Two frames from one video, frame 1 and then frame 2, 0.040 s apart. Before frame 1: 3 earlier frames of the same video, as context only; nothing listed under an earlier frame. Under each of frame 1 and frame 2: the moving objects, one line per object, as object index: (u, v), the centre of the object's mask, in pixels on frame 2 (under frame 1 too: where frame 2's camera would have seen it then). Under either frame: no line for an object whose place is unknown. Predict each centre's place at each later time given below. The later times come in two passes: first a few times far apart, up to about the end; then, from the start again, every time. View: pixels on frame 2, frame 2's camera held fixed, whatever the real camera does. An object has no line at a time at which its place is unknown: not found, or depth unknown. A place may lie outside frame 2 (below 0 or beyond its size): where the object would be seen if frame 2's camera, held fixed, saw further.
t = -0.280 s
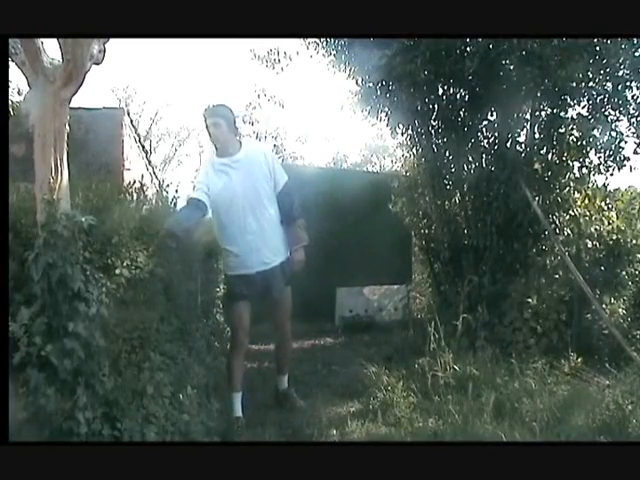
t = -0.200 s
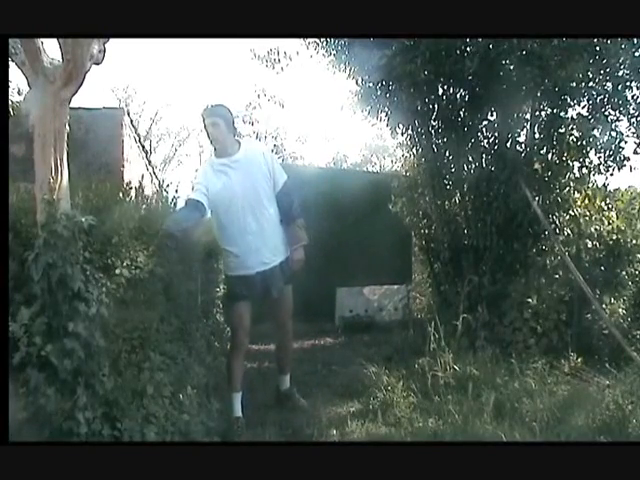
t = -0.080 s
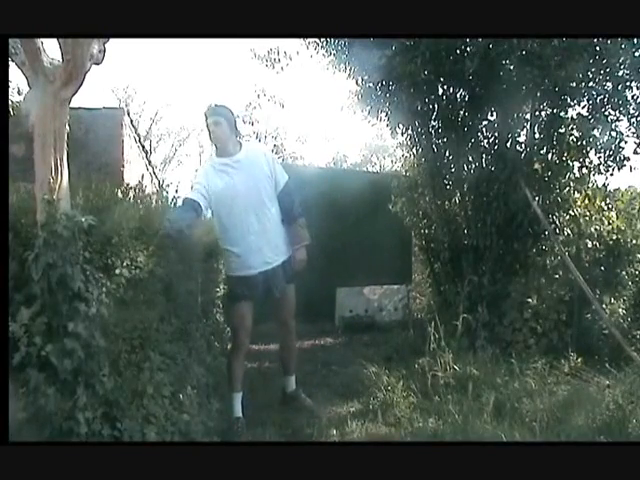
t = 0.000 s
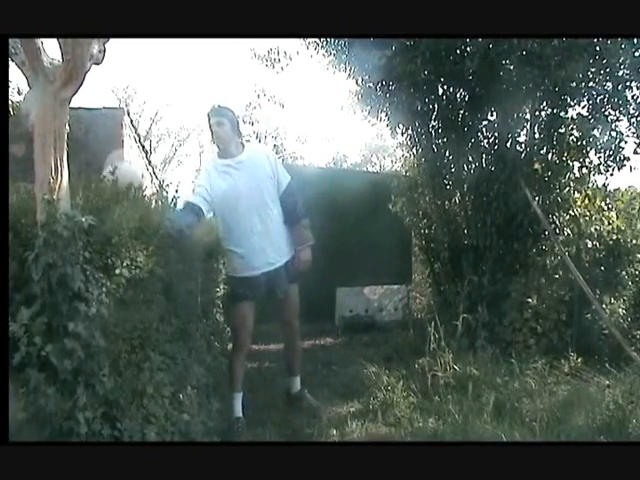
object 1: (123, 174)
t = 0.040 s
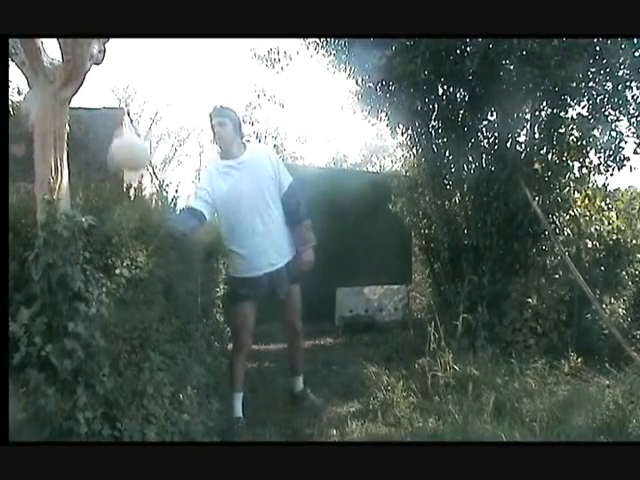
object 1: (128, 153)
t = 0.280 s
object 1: (178, 75)
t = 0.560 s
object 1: (228, 129)
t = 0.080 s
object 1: (138, 131)
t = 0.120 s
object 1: (146, 113)
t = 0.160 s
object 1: (155, 99)
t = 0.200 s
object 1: (163, 87)
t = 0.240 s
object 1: (170, 79)
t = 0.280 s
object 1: (178, 75)
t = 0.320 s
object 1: (186, 74)
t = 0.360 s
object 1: (193, 76)
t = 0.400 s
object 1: (201, 79)
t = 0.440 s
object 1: (207, 87)
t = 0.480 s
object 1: (214, 98)
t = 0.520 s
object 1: (221, 111)
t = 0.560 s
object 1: (228, 129)
